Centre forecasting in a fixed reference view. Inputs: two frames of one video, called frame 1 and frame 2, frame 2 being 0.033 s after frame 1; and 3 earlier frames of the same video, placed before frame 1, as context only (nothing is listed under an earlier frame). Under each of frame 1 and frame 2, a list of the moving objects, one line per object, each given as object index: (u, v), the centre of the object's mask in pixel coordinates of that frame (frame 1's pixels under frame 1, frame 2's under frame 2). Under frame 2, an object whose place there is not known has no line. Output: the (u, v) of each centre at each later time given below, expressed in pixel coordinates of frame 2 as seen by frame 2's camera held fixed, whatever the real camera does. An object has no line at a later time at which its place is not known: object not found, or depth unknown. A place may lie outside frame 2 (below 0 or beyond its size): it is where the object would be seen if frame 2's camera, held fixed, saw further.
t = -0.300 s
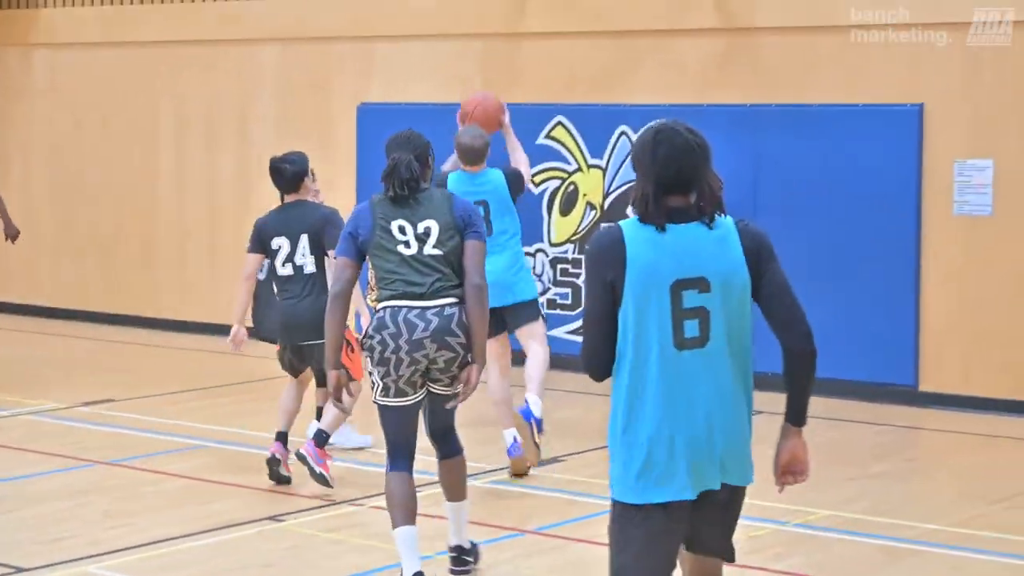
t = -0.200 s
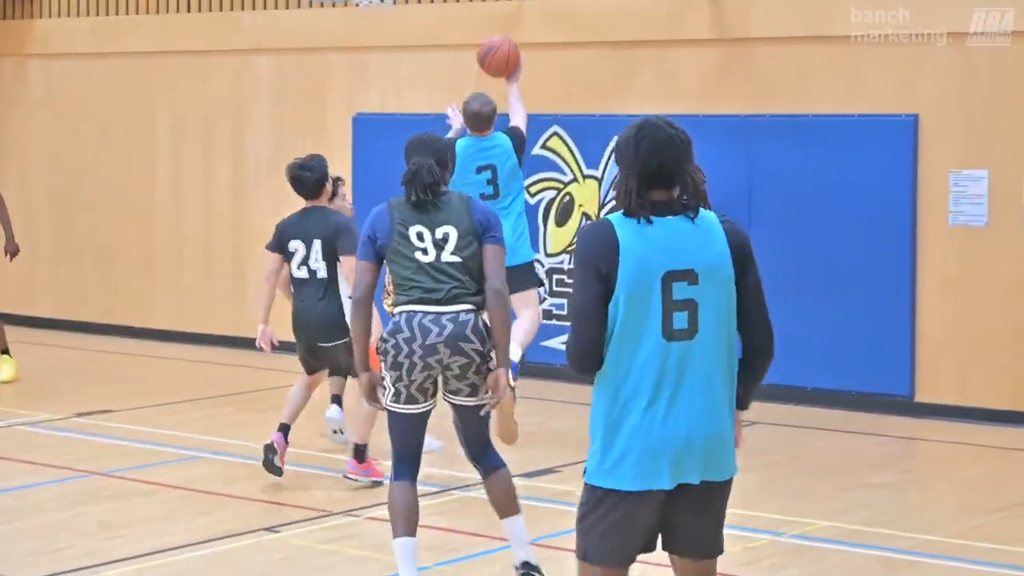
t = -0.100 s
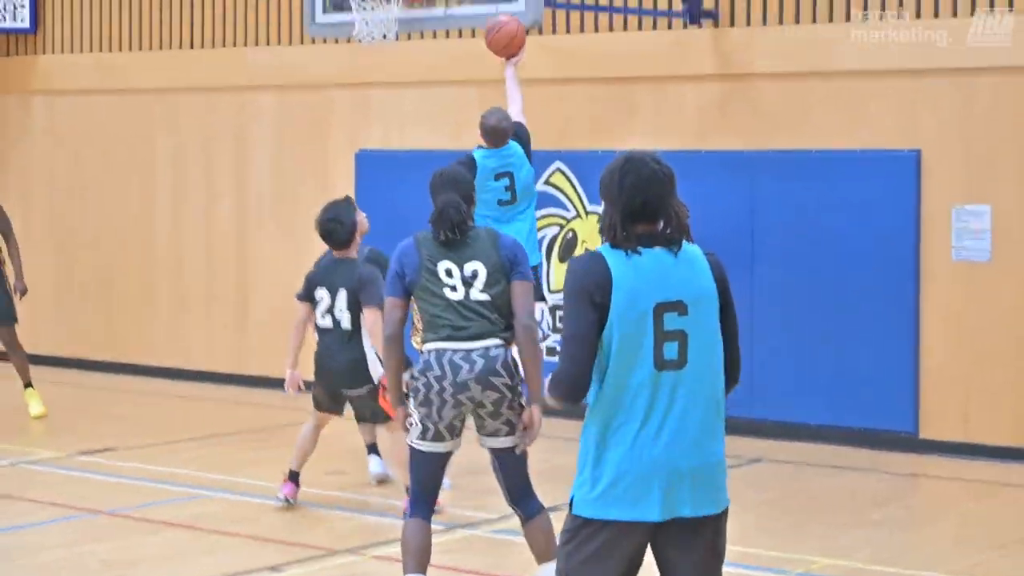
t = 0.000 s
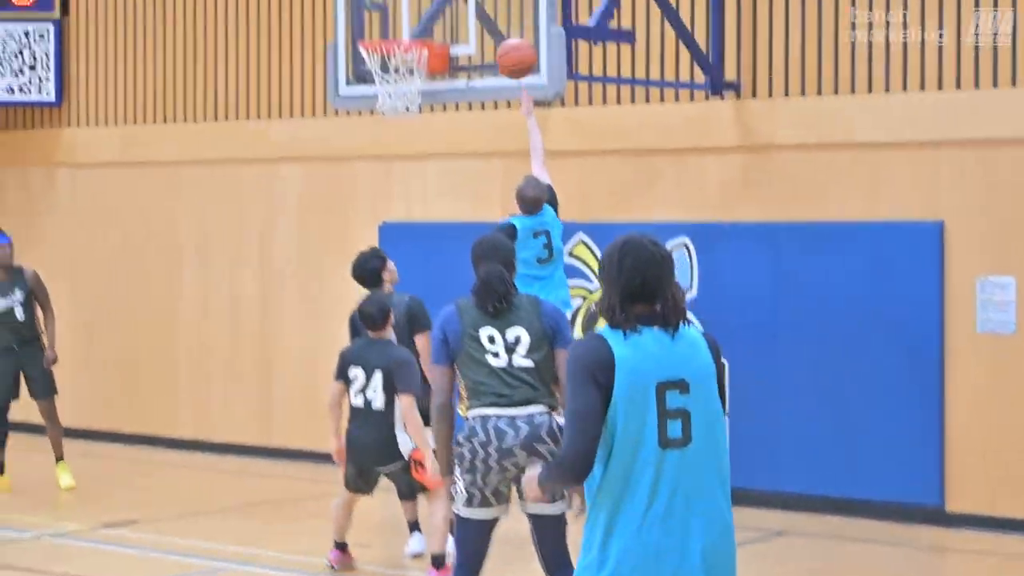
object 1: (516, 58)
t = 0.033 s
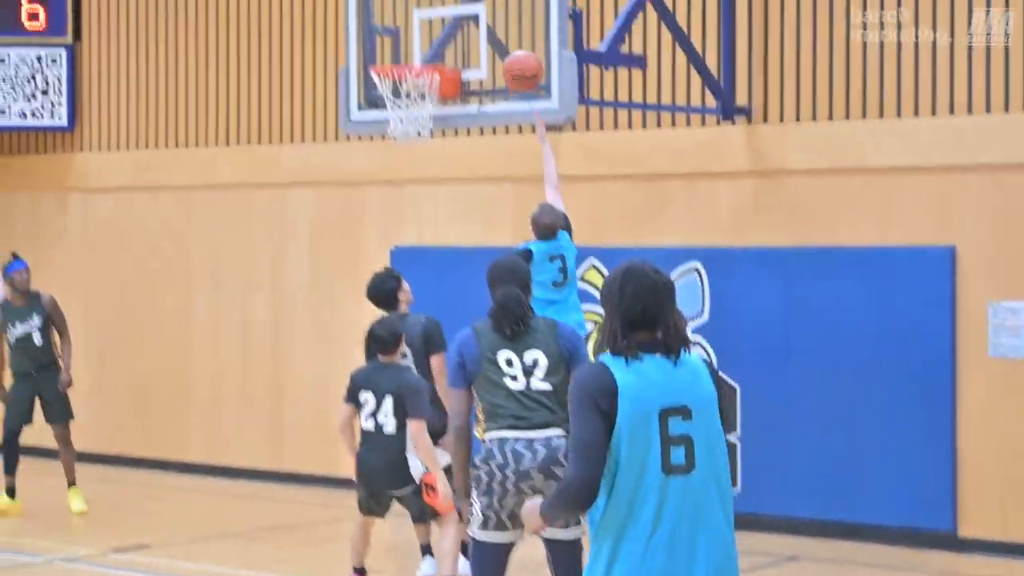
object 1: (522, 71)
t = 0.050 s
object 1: (520, 65)
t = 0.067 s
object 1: (518, 60)
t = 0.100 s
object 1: (513, 51)
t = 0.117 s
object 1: (510, 48)
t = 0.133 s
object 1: (508, 44)
